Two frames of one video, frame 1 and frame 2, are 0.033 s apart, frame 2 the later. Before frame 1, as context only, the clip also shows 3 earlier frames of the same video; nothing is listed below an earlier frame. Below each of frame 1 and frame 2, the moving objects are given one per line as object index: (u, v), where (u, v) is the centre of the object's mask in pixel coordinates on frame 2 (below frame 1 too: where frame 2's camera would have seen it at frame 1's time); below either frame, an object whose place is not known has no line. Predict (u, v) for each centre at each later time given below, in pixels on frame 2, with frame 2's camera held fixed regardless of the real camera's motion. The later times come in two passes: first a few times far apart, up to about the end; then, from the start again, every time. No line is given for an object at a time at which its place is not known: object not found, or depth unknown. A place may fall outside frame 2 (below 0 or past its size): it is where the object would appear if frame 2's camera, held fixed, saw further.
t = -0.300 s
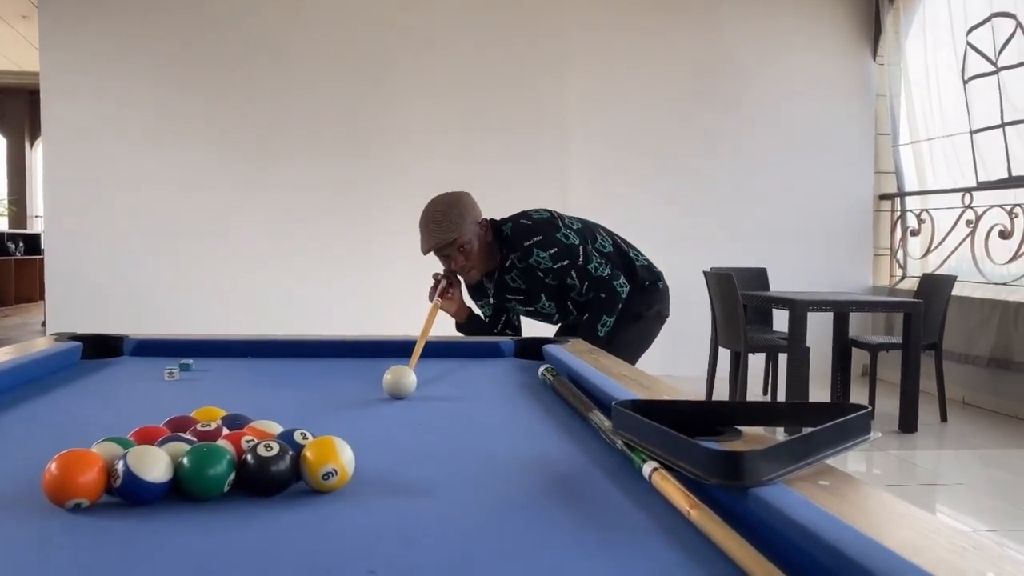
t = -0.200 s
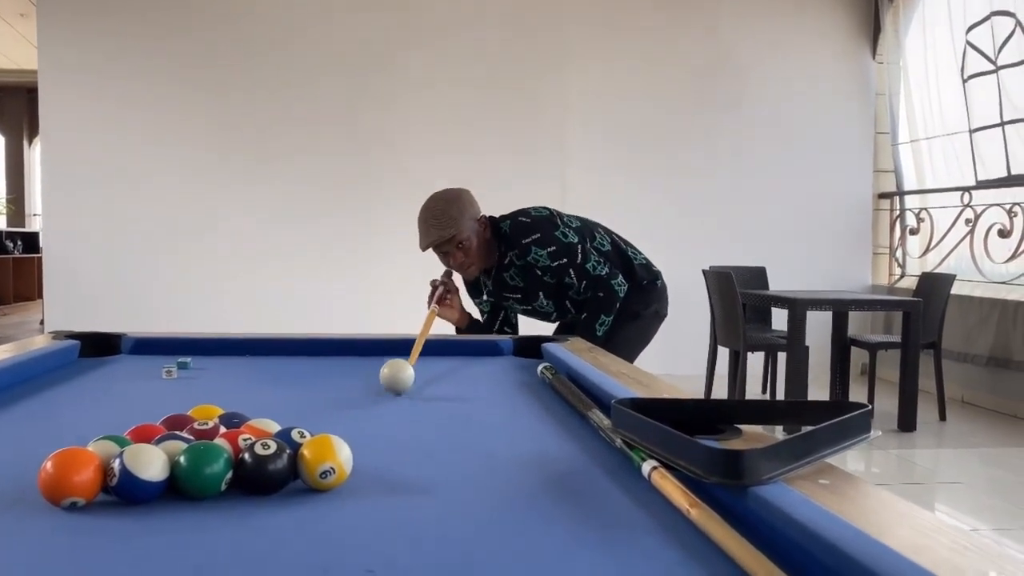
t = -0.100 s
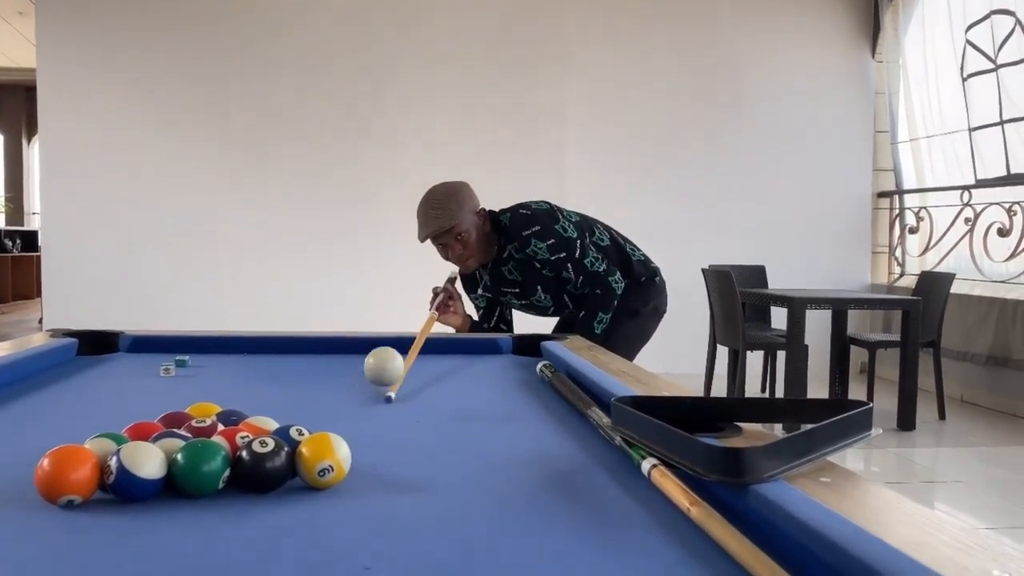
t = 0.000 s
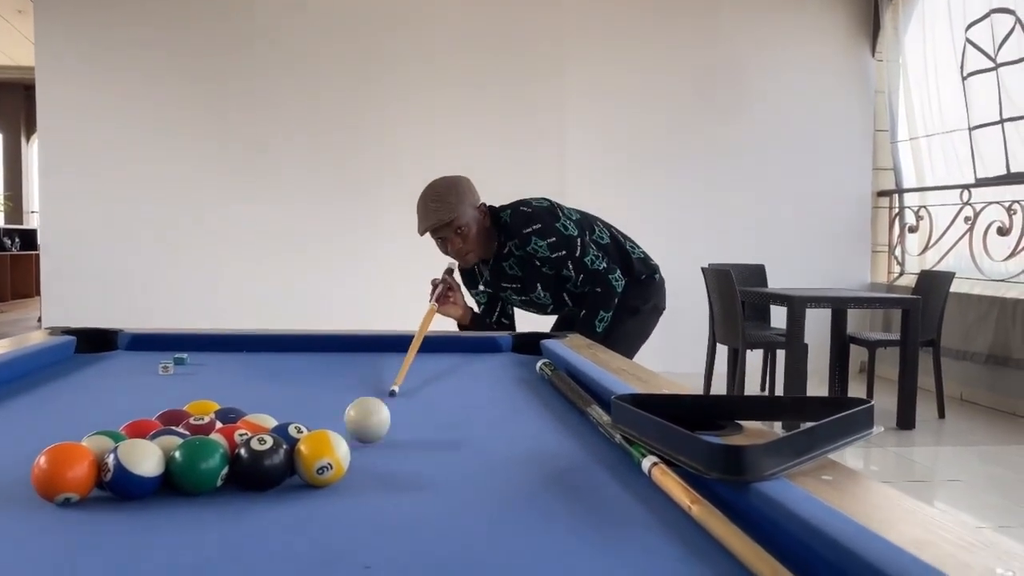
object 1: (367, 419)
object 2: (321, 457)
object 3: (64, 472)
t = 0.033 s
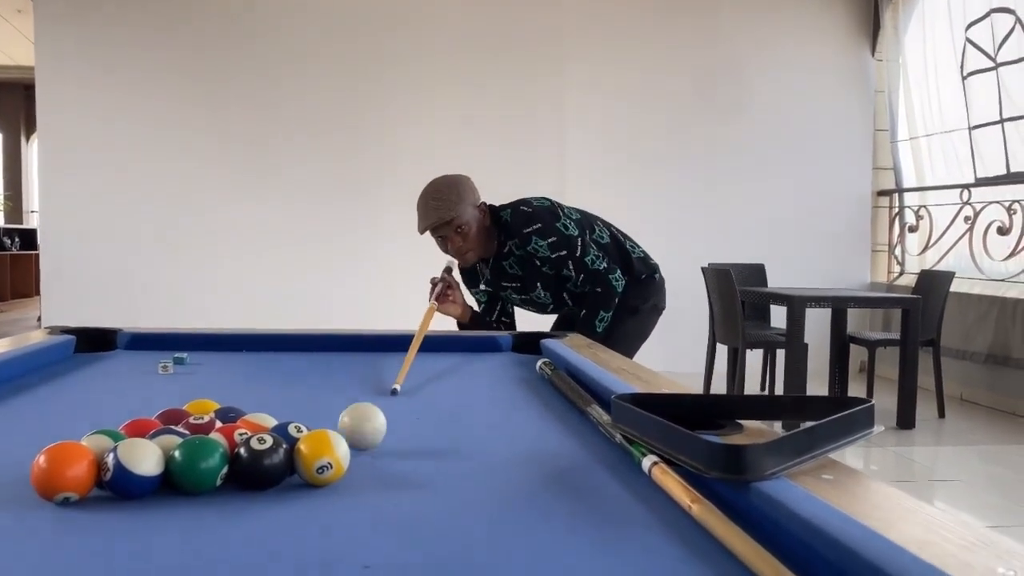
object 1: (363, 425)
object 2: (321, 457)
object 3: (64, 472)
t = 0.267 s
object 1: (400, 453)
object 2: (337, 480)
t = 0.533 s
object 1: (464, 464)
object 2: (364, 518)
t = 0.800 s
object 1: (523, 472)
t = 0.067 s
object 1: (360, 436)
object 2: (322, 457)
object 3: (64, 472)
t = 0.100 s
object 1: (362, 443)
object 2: (322, 458)
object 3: (63, 472)
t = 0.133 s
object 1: (369, 446)
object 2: (324, 464)
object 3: (50, 472)
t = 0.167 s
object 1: (376, 449)
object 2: (327, 469)
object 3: (39, 473)
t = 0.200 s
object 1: (383, 450)
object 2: (330, 472)
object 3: (30, 473)
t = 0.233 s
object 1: (391, 452)
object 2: (333, 477)
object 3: (24, 473)
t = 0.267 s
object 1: (400, 453)
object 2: (337, 480)
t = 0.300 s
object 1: (408, 455)
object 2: (340, 485)
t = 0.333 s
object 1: (416, 456)
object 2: (344, 490)
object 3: (10, 473)
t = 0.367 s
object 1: (424, 458)
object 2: (347, 494)
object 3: (5, 473)
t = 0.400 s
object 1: (433, 459)
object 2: (350, 499)
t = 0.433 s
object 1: (441, 460)
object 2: (354, 503)
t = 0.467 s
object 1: (448, 462)
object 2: (357, 509)
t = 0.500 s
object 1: (456, 463)
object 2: (360, 514)
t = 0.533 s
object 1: (464, 464)
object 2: (364, 518)
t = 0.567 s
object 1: (472, 466)
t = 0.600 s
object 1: (479, 467)
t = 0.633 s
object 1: (487, 468)
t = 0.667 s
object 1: (494, 469)
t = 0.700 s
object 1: (501, 470)
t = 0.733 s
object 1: (509, 471)
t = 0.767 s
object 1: (516, 472)
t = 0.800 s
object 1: (523, 472)
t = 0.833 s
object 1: (529, 473)
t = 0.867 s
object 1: (536, 473)
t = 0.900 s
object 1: (542, 474)
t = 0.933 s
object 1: (548, 474)
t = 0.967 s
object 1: (555, 475)
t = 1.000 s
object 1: (561, 475)
